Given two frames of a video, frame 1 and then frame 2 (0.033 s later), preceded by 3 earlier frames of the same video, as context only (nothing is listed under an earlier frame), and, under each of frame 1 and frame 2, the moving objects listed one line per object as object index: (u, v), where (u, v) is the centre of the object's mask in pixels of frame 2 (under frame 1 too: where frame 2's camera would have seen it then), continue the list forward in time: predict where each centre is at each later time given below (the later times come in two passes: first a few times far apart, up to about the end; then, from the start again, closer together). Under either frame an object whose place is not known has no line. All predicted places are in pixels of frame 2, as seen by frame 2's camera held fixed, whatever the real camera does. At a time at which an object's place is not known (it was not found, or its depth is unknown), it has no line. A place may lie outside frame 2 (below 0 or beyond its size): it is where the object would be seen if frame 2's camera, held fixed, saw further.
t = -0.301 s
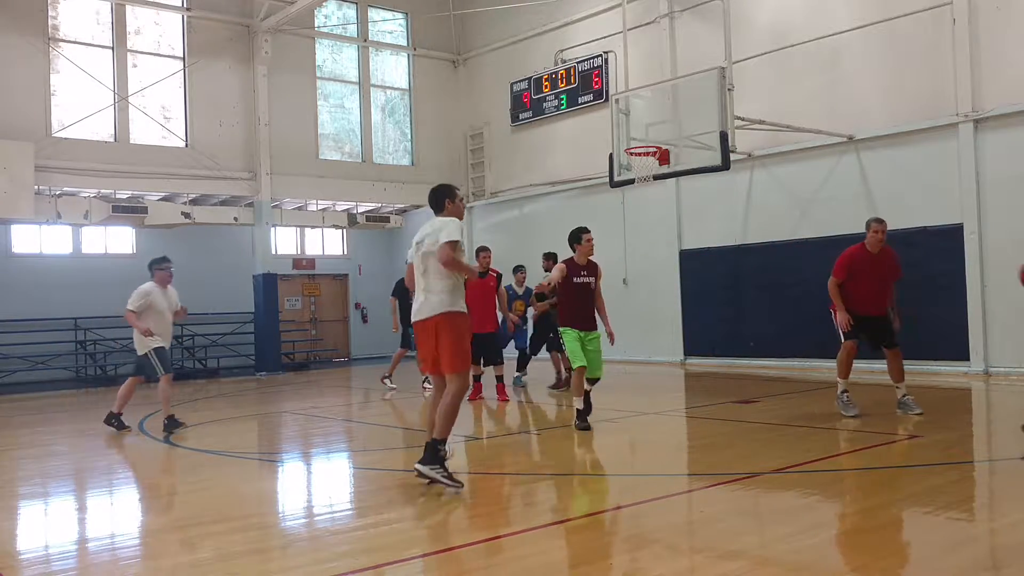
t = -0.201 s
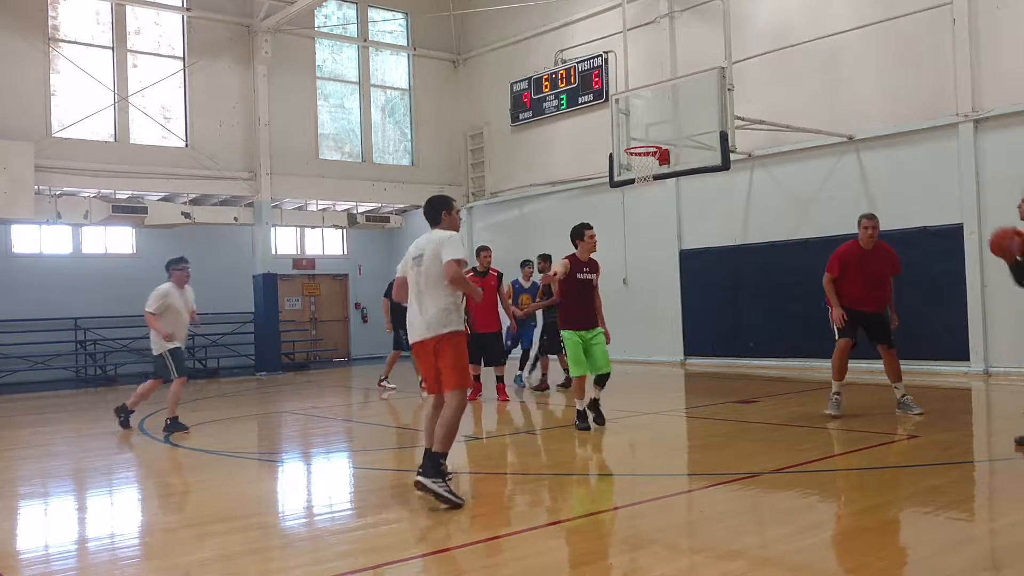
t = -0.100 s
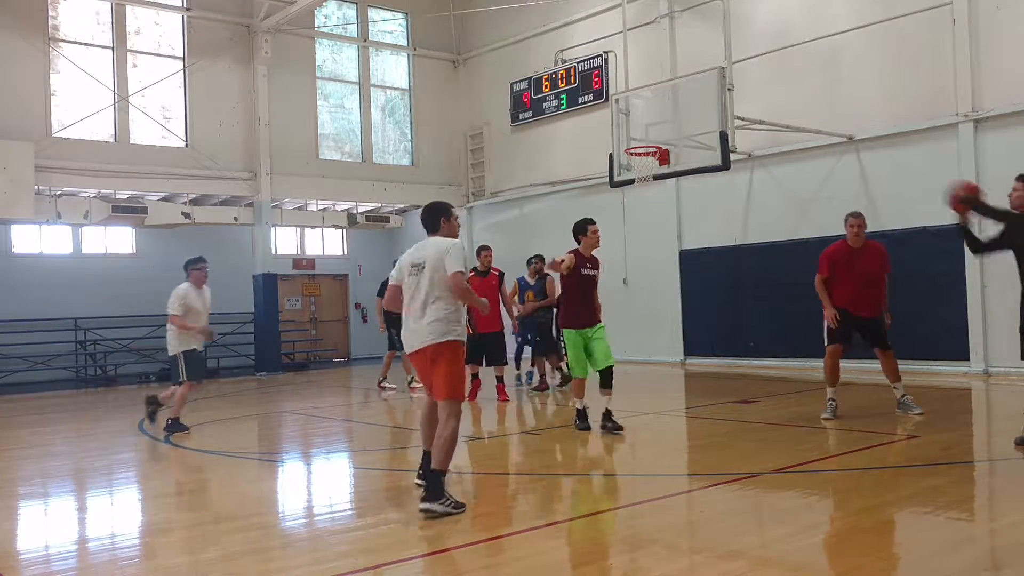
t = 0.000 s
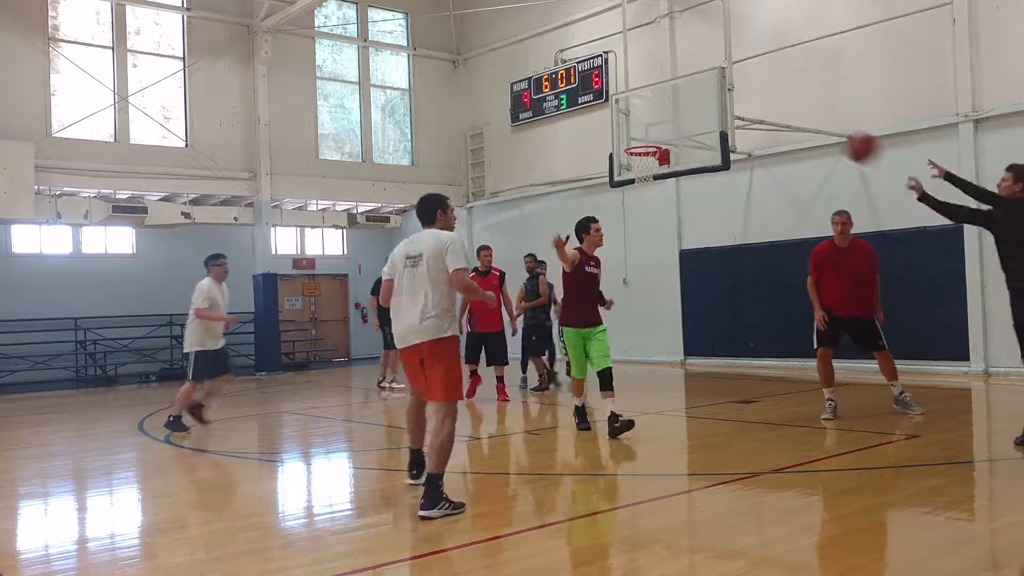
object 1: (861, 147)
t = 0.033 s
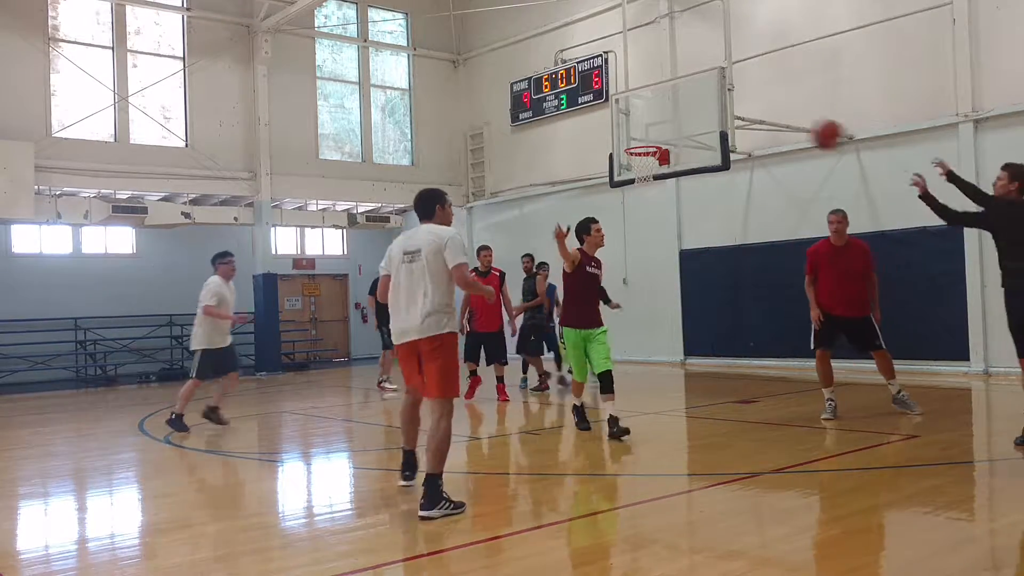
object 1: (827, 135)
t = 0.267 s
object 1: (610, 88)
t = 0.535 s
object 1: (409, 113)
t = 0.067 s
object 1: (794, 122)
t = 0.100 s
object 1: (760, 113)
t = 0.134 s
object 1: (728, 105)
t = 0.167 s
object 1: (697, 99)
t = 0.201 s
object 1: (667, 94)
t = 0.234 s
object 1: (637, 89)
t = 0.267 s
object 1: (610, 88)
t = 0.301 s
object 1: (581, 85)
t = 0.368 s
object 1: (530, 88)
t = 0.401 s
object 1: (503, 91)
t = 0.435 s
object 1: (479, 96)
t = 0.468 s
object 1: (455, 100)
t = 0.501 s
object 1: (430, 106)
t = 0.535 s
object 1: (409, 113)
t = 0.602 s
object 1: (363, 130)
